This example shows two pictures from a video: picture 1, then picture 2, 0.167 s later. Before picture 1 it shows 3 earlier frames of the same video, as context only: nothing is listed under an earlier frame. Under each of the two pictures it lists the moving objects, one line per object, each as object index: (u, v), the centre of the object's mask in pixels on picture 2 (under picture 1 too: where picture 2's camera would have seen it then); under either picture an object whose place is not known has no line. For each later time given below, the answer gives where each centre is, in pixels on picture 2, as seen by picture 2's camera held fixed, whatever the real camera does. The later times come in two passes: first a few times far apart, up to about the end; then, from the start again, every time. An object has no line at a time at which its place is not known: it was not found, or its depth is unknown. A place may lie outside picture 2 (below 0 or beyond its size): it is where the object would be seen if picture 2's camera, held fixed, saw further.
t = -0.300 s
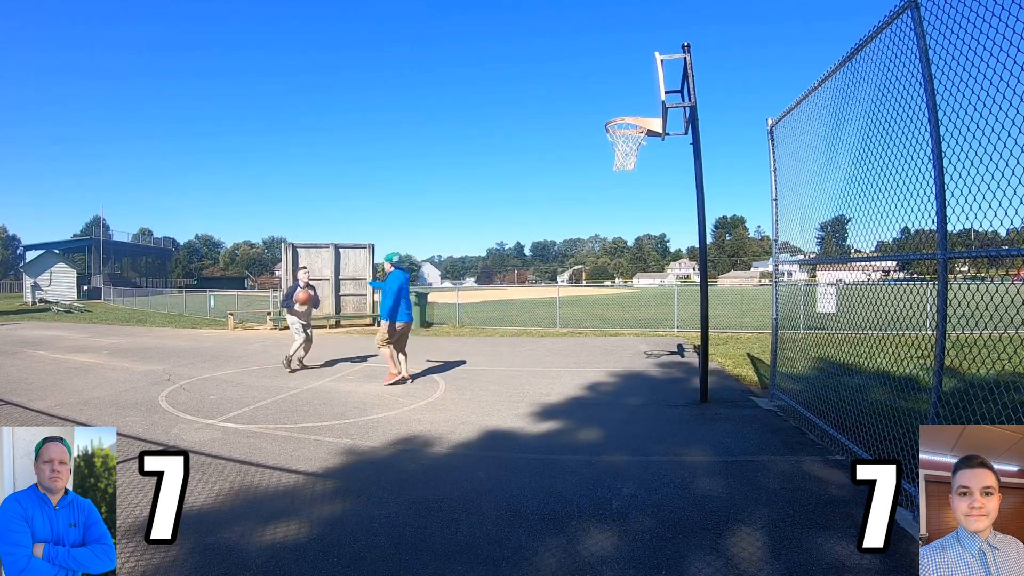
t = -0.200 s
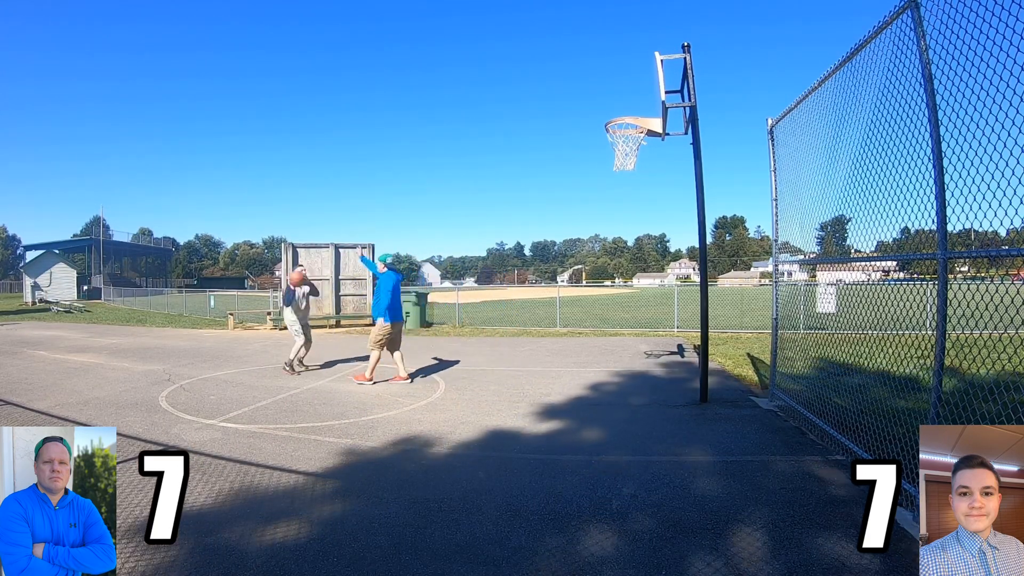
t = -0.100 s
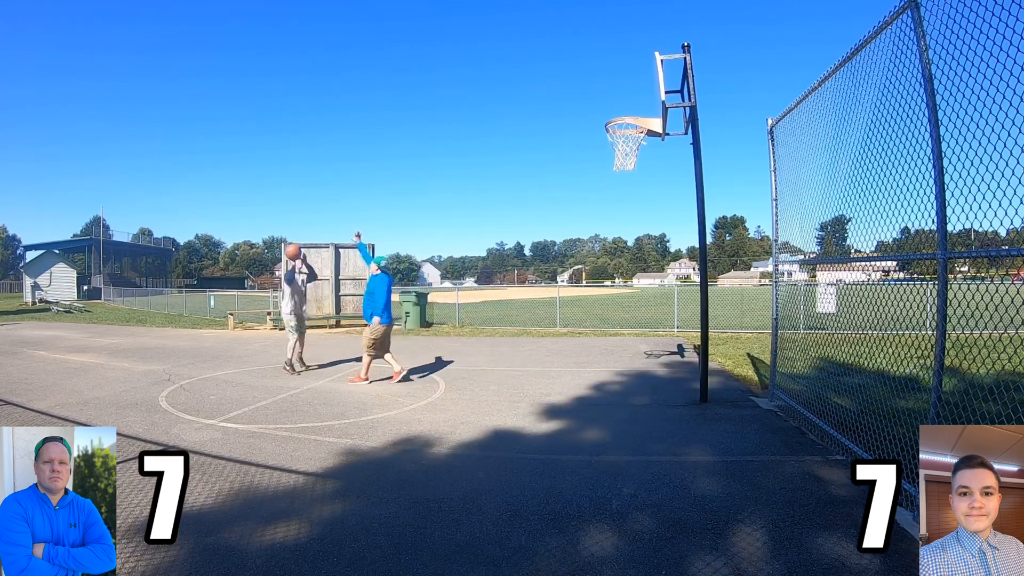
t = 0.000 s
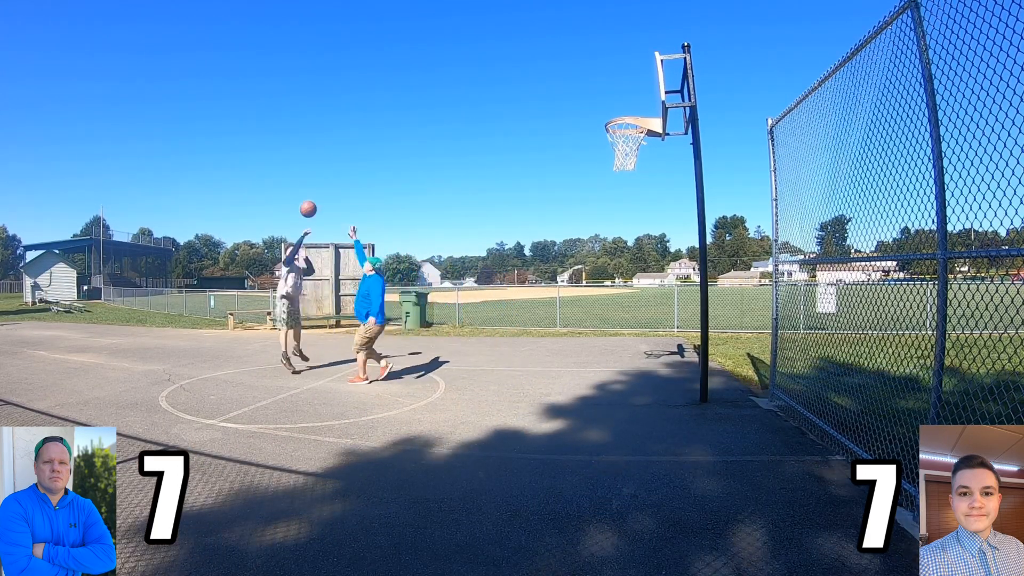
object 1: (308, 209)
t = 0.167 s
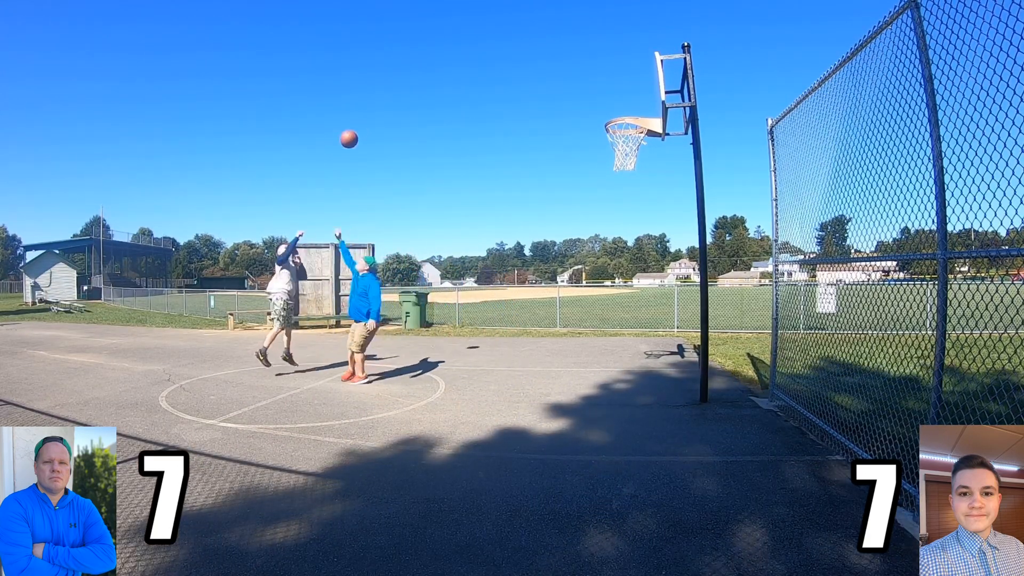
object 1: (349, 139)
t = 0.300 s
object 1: (384, 96)
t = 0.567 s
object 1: (461, 44)
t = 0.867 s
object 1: (555, 46)
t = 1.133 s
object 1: (647, 105)
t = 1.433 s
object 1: (595, 71)
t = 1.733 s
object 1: (538, 118)
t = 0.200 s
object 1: (357, 127)
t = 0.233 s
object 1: (366, 116)
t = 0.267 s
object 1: (375, 105)
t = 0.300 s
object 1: (384, 96)
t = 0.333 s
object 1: (393, 87)
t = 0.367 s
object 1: (403, 78)
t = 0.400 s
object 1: (412, 70)
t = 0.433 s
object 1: (422, 64)
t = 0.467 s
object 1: (431, 57)
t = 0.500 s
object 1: (441, 52)
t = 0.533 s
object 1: (451, 47)
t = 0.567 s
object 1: (461, 44)
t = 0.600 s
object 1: (470, 41)
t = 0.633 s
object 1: (480, 38)
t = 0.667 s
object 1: (491, 37)
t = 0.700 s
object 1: (501, 36)
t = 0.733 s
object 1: (511, 37)
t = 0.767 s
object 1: (522, 38)
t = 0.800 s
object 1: (532, 40)
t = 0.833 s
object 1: (543, 43)
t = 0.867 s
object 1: (555, 46)
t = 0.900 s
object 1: (566, 51)
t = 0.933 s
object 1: (577, 57)
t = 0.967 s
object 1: (589, 64)
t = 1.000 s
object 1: (601, 71)
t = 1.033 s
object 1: (613, 80)
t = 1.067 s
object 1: (625, 90)
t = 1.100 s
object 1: (638, 102)
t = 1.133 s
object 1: (647, 105)
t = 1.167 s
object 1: (645, 97)
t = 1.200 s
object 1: (639, 90)
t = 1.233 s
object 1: (633, 85)
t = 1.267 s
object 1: (626, 80)
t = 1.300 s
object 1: (620, 77)
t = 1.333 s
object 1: (614, 74)
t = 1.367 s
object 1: (607, 72)
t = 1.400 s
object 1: (601, 71)
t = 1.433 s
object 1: (595, 71)
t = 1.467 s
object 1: (589, 72)
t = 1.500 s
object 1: (583, 74)
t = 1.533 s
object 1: (577, 77)
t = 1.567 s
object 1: (570, 81)
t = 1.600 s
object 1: (564, 87)
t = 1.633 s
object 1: (558, 93)
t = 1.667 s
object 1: (551, 100)
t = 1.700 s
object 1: (544, 108)
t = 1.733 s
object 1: (538, 118)
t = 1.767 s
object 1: (531, 129)
